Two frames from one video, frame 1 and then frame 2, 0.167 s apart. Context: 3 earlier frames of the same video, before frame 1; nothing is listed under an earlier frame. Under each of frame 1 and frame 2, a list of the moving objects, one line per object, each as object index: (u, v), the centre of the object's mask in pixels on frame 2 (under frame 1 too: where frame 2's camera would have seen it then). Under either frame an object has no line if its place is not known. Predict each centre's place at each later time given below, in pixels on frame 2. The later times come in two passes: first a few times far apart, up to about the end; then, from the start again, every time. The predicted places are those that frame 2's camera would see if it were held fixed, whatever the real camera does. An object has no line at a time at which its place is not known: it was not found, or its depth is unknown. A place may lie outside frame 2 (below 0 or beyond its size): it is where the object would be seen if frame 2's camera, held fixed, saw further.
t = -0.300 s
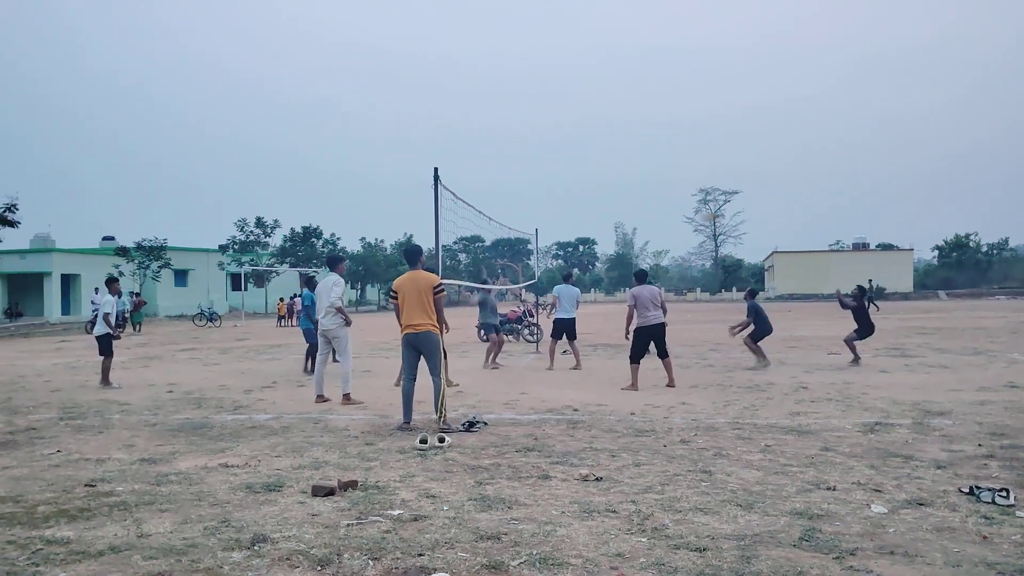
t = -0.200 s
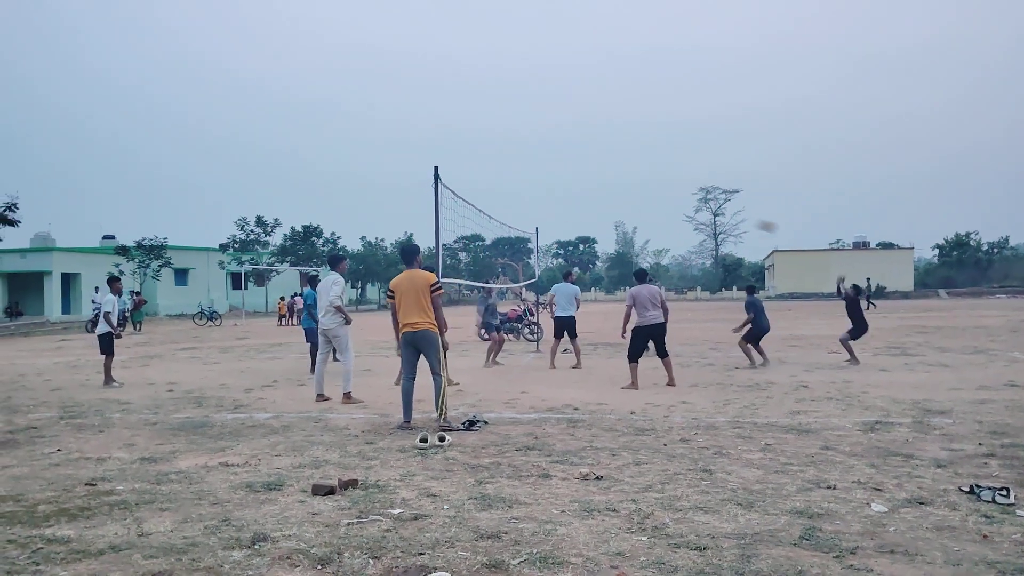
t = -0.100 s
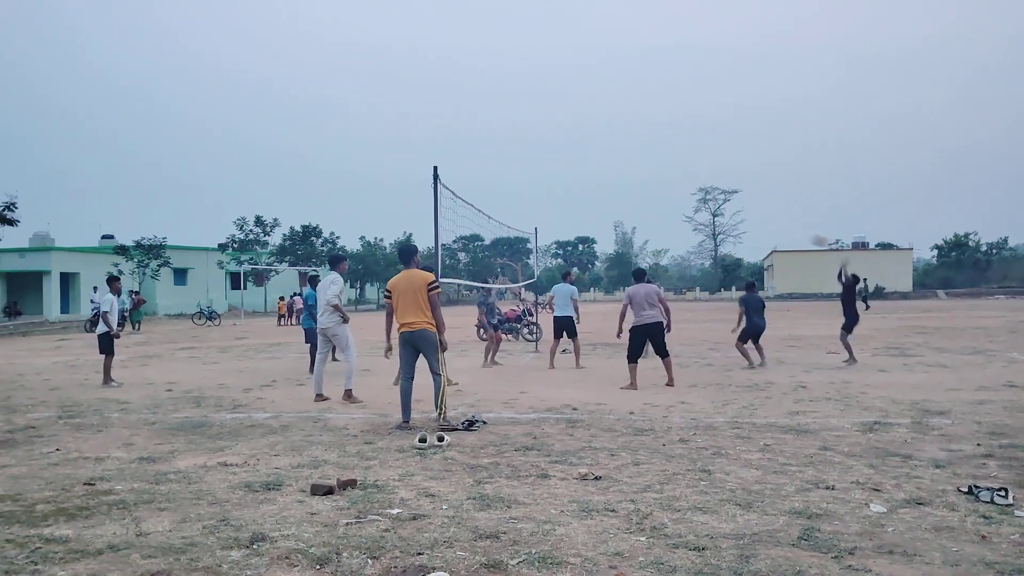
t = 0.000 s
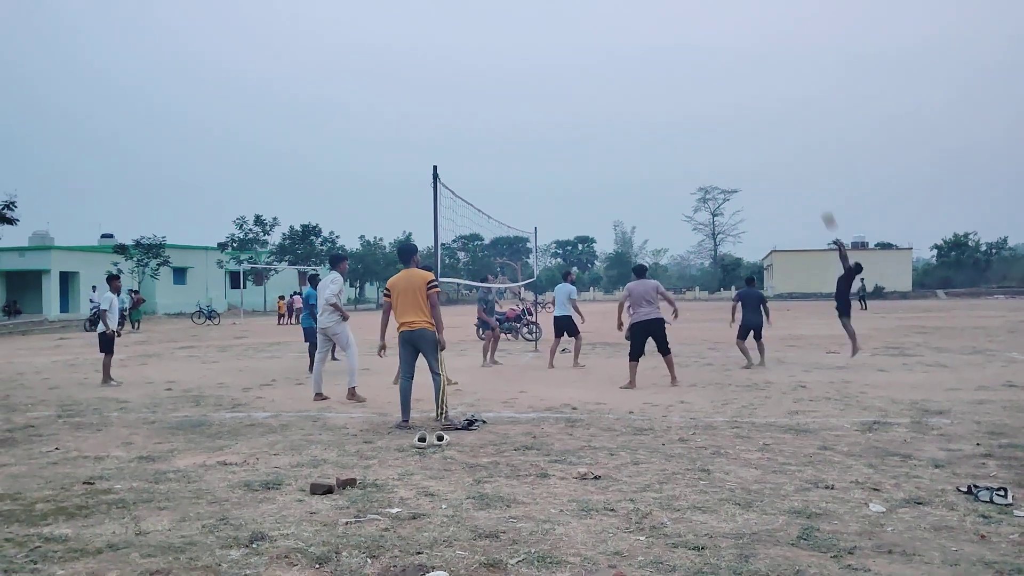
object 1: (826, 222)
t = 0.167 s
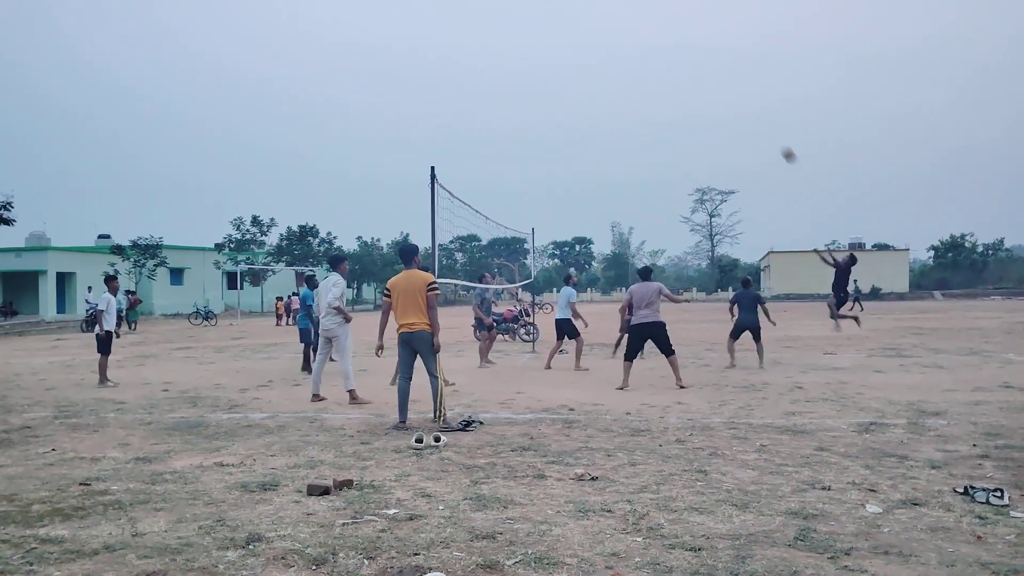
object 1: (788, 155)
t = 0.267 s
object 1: (766, 124)
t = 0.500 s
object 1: (715, 71)
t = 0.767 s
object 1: (661, 49)
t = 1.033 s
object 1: (607, 65)
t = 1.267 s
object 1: (562, 112)
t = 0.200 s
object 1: (781, 144)
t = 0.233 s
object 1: (773, 134)
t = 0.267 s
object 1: (766, 124)
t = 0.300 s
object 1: (759, 114)
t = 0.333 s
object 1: (751, 106)
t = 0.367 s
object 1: (744, 97)
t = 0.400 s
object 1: (737, 90)
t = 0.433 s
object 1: (730, 82)
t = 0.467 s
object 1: (722, 76)
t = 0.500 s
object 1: (715, 71)
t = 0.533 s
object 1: (709, 65)
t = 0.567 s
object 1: (702, 61)
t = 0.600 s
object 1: (695, 58)
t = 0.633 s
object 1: (688, 55)
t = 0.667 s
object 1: (681, 52)
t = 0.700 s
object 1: (675, 50)
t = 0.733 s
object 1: (668, 49)
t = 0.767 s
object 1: (661, 49)
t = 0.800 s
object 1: (654, 48)
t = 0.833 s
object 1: (647, 49)
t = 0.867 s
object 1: (640, 50)
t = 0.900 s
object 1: (634, 52)
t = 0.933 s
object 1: (627, 54)
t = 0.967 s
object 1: (621, 57)
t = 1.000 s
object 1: (614, 61)
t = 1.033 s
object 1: (607, 65)
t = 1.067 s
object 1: (600, 70)
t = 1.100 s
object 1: (594, 76)
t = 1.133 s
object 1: (588, 81)
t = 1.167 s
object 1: (581, 88)
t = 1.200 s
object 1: (575, 95)
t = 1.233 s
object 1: (568, 103)
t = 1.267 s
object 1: (562, 112)
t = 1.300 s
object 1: (555, 121)
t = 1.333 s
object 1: (549, 130)
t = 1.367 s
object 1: (543, 140)
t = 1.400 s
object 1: (536, 151)
